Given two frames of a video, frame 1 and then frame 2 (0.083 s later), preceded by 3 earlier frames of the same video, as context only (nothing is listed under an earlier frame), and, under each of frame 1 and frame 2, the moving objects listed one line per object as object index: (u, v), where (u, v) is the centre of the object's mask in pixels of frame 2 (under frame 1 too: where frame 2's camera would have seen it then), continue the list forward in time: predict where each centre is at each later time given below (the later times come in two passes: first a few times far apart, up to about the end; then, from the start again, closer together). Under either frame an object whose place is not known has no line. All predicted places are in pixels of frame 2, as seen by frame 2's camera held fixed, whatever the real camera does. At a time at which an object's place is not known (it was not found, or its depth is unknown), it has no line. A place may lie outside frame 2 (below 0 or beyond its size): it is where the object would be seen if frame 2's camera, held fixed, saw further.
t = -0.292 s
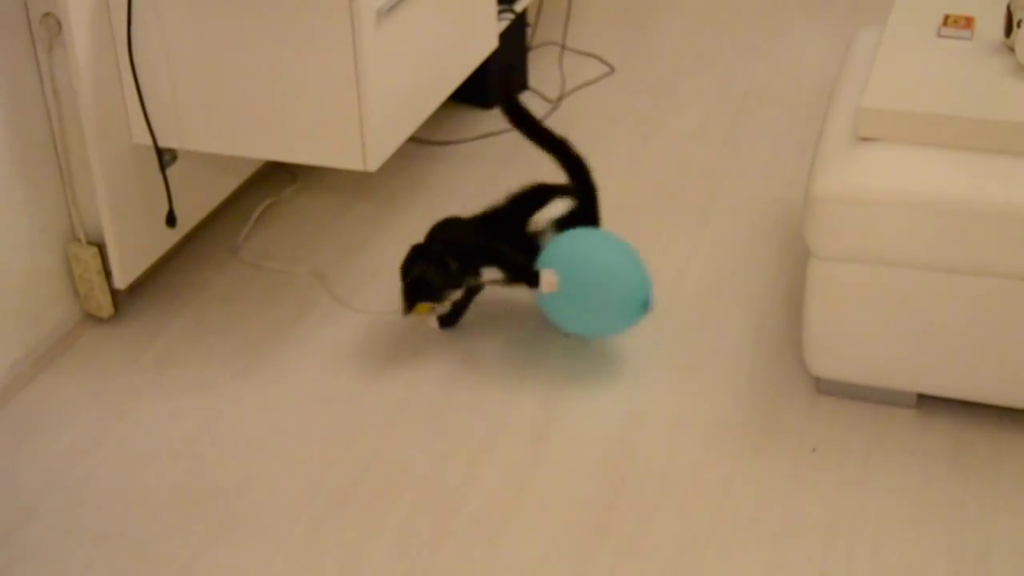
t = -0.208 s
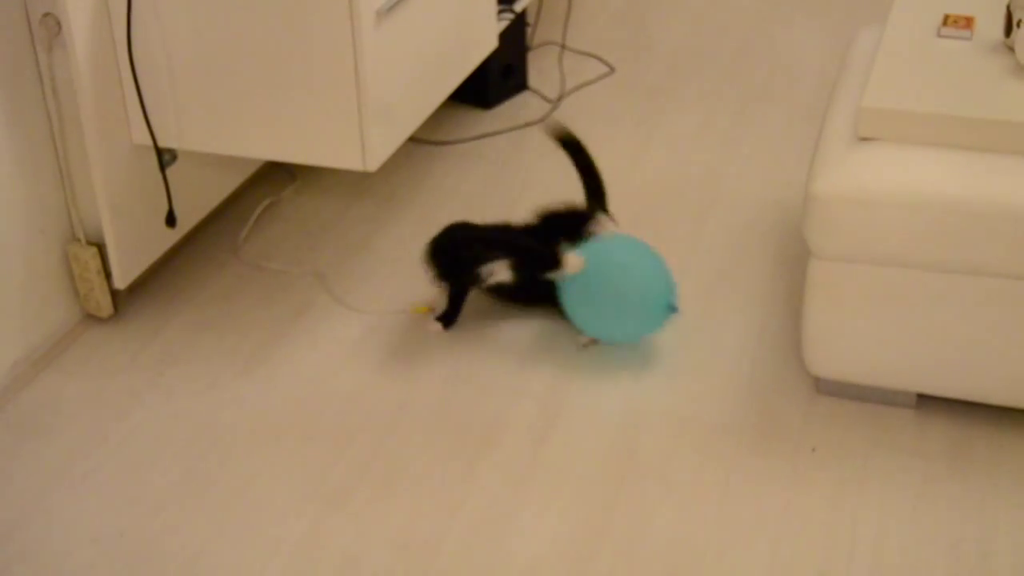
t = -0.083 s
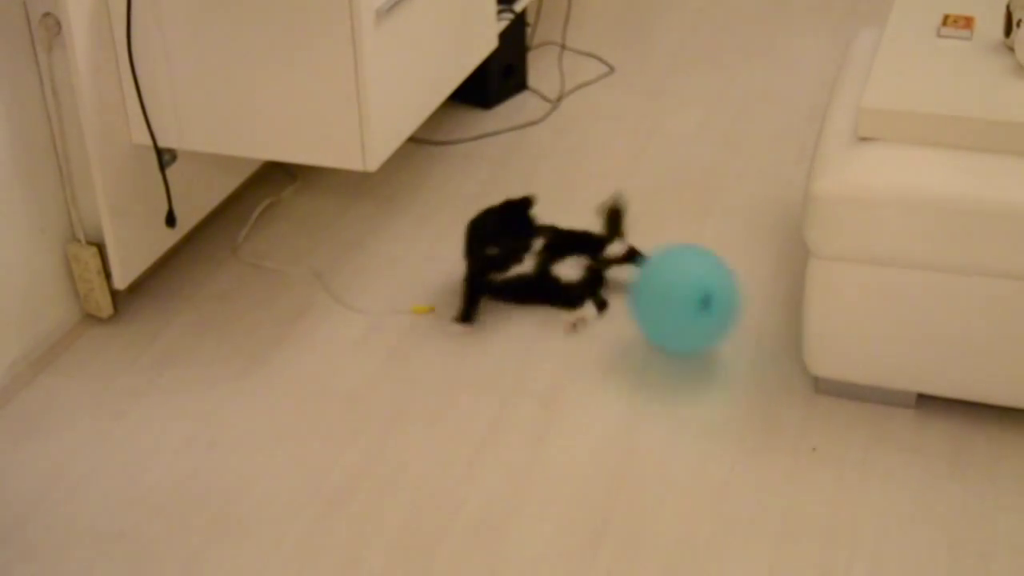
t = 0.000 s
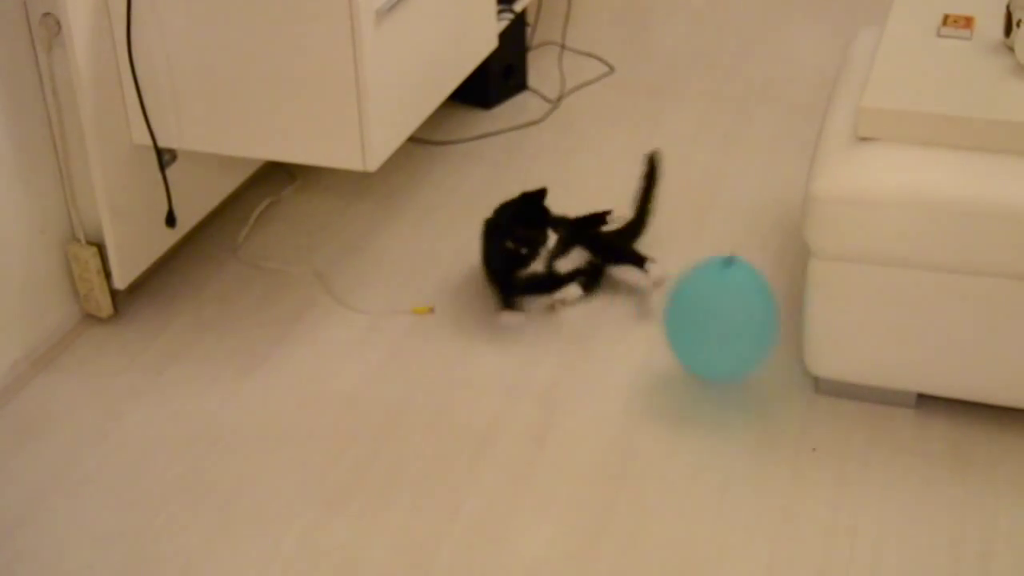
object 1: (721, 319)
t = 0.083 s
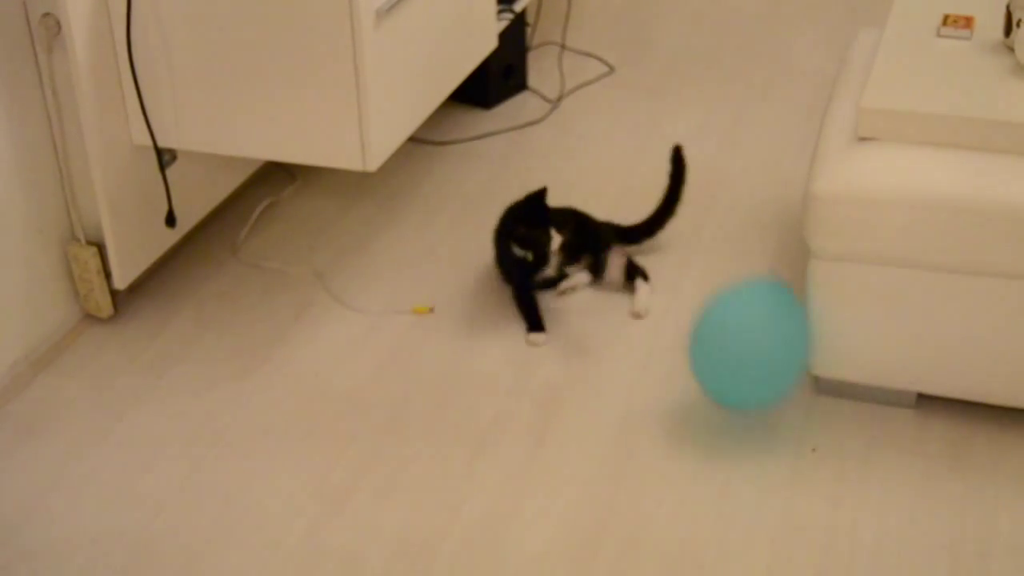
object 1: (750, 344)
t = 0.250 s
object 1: (776, 405)
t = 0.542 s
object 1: (801, 421)
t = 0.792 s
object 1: (847, 436)
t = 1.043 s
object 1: (882, 433)
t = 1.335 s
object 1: (901, 413)
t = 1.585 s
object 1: (907, 413)
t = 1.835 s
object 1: (904, 410)
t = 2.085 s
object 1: (899, 408)
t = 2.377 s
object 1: (895, 407)
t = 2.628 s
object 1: (891, 406)
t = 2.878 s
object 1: (887, 407)
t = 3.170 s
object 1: (888, 408)
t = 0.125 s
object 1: (759, 359)
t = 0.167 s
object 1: (764, 375)
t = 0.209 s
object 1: (771, 392)
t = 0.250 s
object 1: (776, 405)
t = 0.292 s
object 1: (781, 404)
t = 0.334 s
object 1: (786, 403)
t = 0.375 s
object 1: (790, 403)
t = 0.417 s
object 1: (792, 405)
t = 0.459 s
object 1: (795, 411)
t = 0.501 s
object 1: (797, 417)
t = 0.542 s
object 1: (801, 421)
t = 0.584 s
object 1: (806, 423)
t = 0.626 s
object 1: (813, 426)
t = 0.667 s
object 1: (822, 430)
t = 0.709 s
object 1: (830, 433)
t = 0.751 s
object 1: (838, 436)
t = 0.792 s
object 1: (847, 436)
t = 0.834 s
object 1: (855, 437)
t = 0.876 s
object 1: (861, 437)
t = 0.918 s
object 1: (867, 437)
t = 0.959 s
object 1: (873, 437)
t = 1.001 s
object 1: (877, 435)
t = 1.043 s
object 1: (882, 433)
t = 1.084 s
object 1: (885, 431)
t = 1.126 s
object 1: (889, 430)
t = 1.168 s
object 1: (891, 428)
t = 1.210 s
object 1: (894, 424)
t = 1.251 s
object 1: (896, 421)
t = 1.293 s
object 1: (899, 416)
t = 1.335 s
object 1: (901, 413)
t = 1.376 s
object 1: (904, 408)
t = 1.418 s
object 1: (906, 406)
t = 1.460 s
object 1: (907, 408)
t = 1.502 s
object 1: (907, 410)
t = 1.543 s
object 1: (906, 413)
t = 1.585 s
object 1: (907, 413)
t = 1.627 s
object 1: (907, 414)
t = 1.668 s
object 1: (906, 415)
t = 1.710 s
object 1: (906, 415)
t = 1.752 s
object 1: (906, 414)
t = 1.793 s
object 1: (905, 412)
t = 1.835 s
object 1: (904, 410)
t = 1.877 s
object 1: (903, 408)
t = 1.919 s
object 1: (903, 409)
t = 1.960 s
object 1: (902, 409)
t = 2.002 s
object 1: (901, 409)
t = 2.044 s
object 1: (900, 407)
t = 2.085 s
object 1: (899, 408)
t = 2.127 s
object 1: (898, 407)
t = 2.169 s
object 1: (898, 408)
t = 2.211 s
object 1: (897, 408)
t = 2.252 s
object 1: (896, 408)
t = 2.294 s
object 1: (896, 407)
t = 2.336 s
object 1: (896, 407)
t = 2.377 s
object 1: (895, 407)
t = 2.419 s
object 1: (895, 408)
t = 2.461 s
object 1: (894, 408)
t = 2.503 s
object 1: (893, 408)
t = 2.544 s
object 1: (893, 407)
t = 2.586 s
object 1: (892, 406)
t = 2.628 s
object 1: (891, 406)
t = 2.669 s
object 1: (891, 407)
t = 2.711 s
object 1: (890, 407)
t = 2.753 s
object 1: (890, 406)
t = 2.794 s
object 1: (887, 405)
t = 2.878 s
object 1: (887, 407)
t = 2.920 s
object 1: (888, 408)
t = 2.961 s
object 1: (887, 408)
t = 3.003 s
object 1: (887, 407)
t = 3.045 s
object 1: (887, 407)
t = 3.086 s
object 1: (886, 407)
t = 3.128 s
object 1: (886, 407)
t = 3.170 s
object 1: (888, 408)
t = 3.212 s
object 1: (888, 409)
